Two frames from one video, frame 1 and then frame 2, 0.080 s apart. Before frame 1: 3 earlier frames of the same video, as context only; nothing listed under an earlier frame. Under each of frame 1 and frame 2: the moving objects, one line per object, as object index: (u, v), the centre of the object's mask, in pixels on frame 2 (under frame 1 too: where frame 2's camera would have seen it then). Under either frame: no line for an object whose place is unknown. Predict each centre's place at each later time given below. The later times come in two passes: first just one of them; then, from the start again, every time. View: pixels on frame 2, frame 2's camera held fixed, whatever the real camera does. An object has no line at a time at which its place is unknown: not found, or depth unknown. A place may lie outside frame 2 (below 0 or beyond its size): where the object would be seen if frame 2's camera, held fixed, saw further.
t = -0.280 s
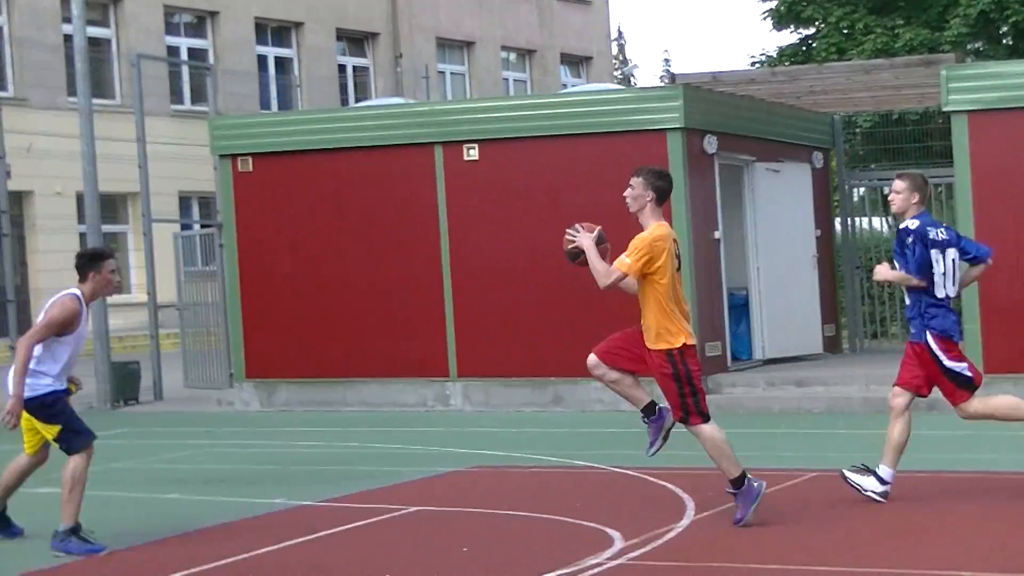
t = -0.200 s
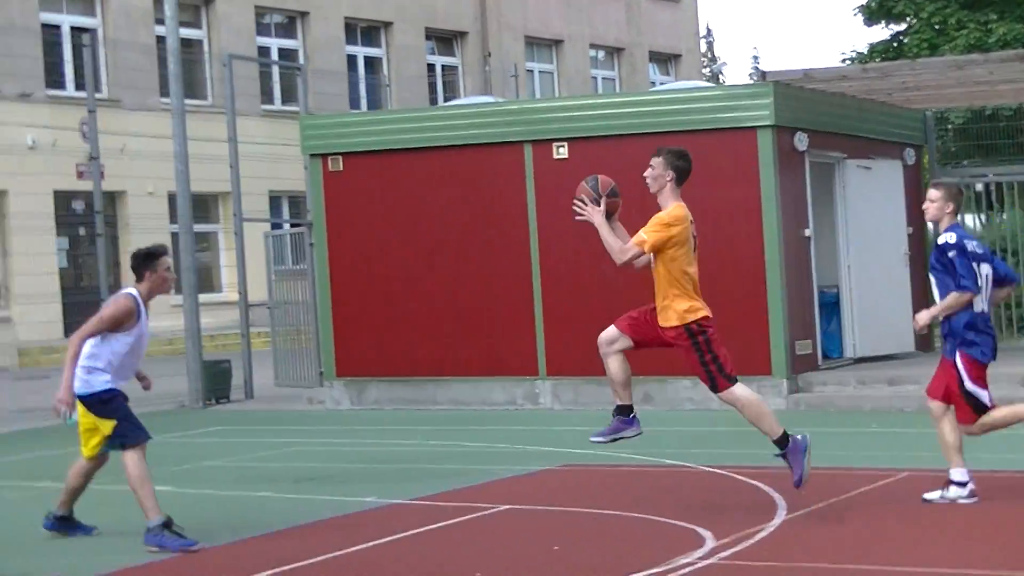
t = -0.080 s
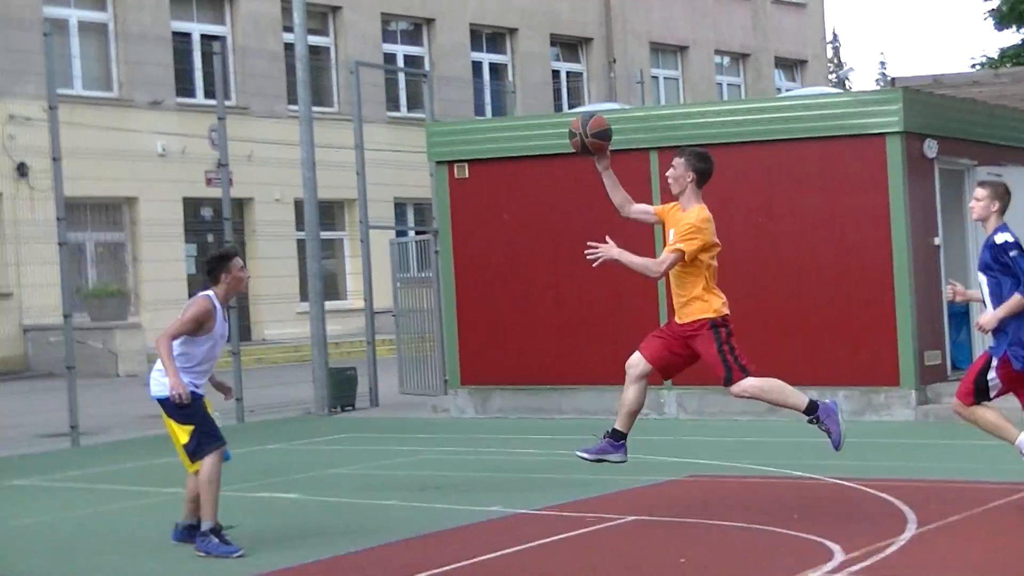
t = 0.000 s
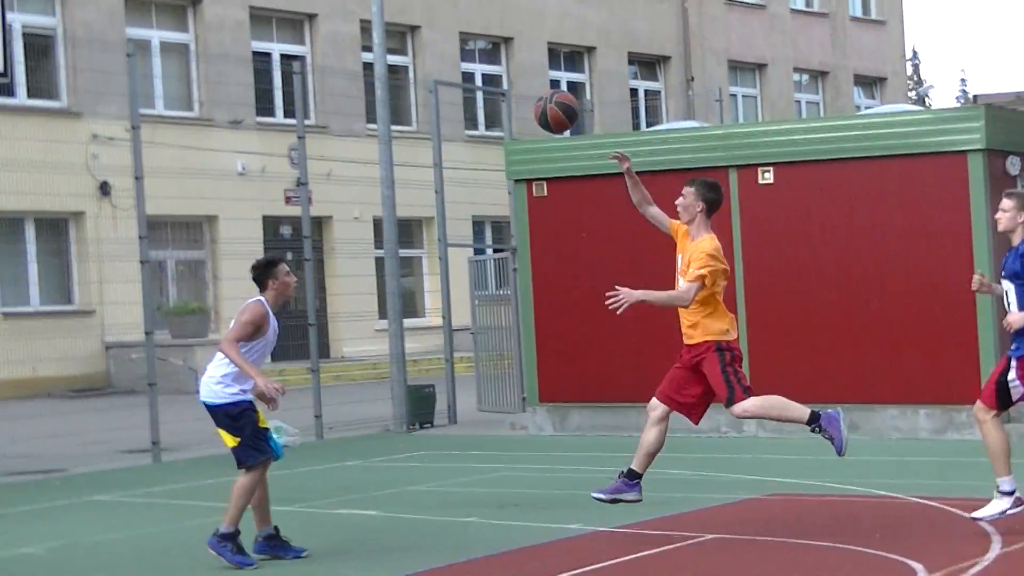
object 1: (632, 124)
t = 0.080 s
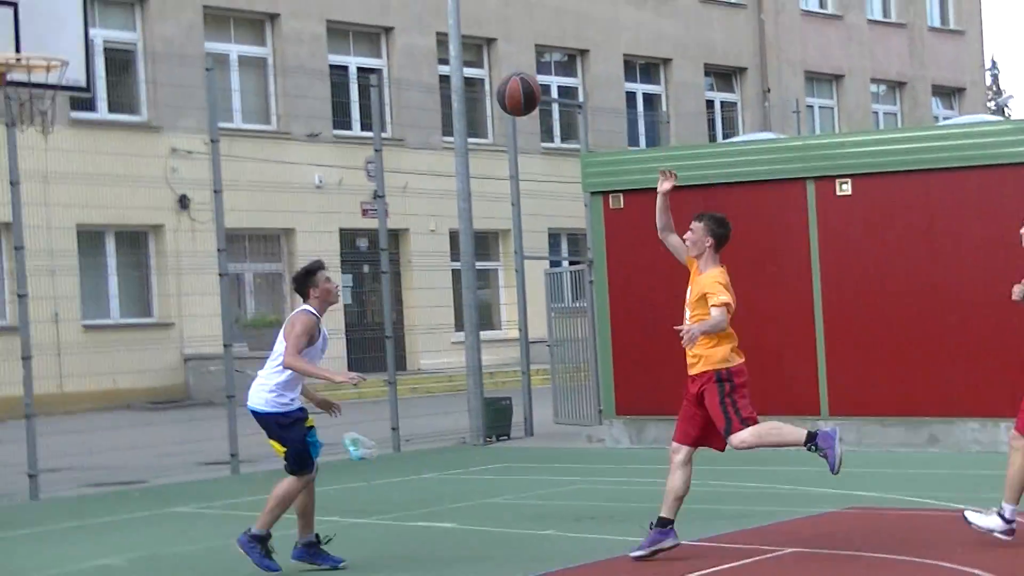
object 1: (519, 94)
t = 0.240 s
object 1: (292, 69)
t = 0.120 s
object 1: (462, 83)
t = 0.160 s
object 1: (406, 76)
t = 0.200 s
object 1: (349, 71)
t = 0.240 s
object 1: (292, 69)
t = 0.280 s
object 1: (234, 70)
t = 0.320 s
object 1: (177, 75)
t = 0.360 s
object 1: (118, 81)
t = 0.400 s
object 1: (59, 93)
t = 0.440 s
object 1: (-2, 107)
